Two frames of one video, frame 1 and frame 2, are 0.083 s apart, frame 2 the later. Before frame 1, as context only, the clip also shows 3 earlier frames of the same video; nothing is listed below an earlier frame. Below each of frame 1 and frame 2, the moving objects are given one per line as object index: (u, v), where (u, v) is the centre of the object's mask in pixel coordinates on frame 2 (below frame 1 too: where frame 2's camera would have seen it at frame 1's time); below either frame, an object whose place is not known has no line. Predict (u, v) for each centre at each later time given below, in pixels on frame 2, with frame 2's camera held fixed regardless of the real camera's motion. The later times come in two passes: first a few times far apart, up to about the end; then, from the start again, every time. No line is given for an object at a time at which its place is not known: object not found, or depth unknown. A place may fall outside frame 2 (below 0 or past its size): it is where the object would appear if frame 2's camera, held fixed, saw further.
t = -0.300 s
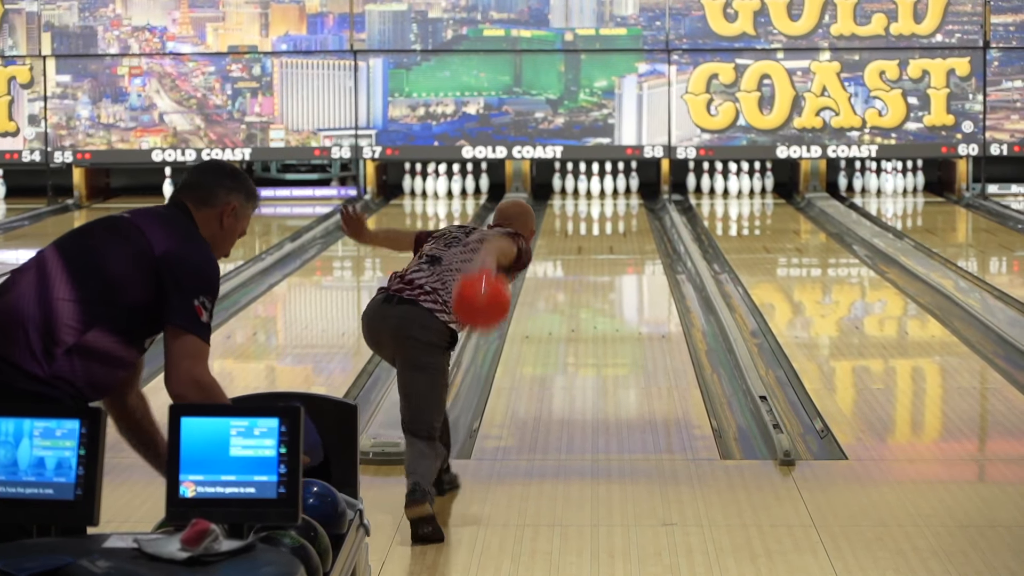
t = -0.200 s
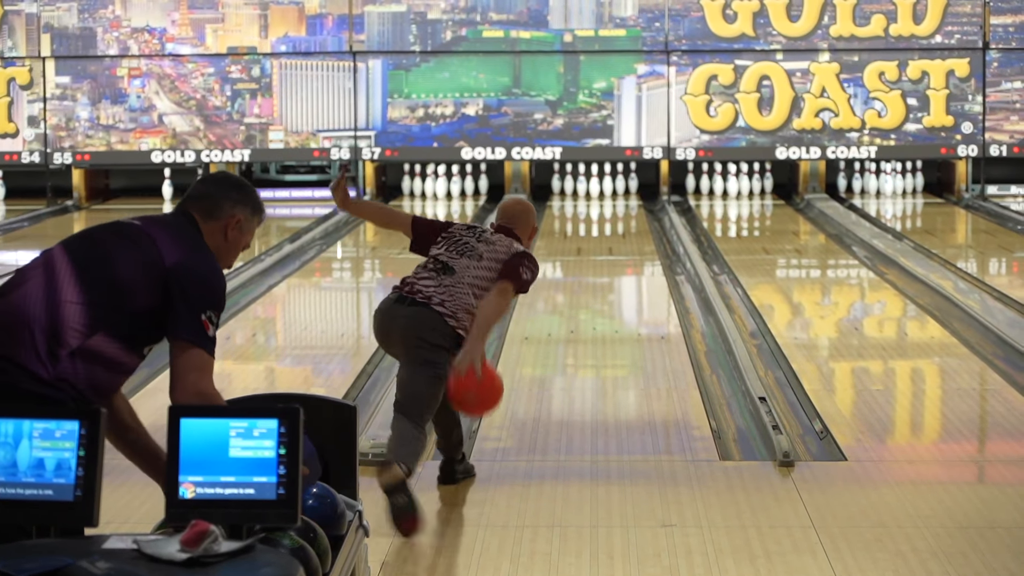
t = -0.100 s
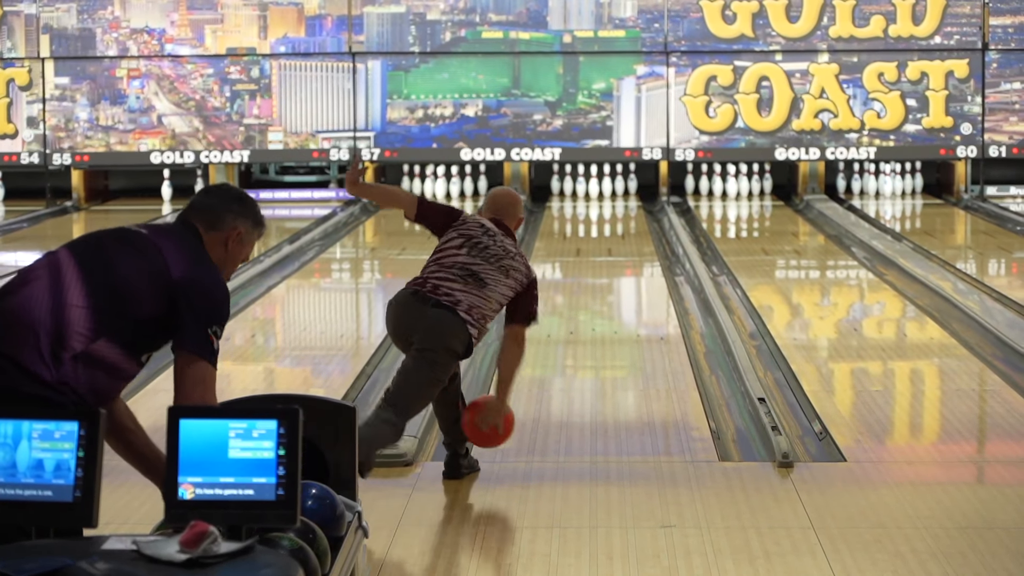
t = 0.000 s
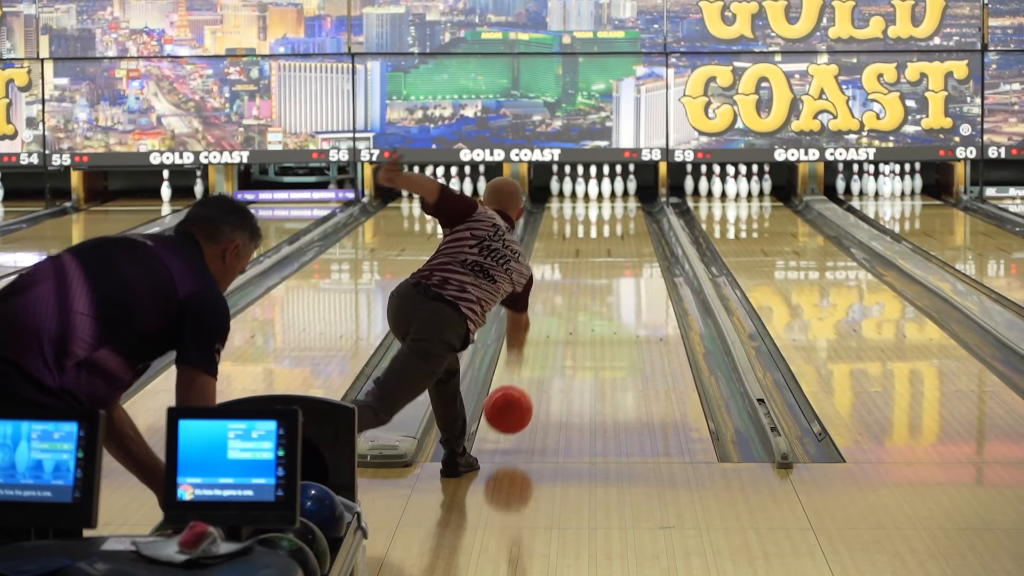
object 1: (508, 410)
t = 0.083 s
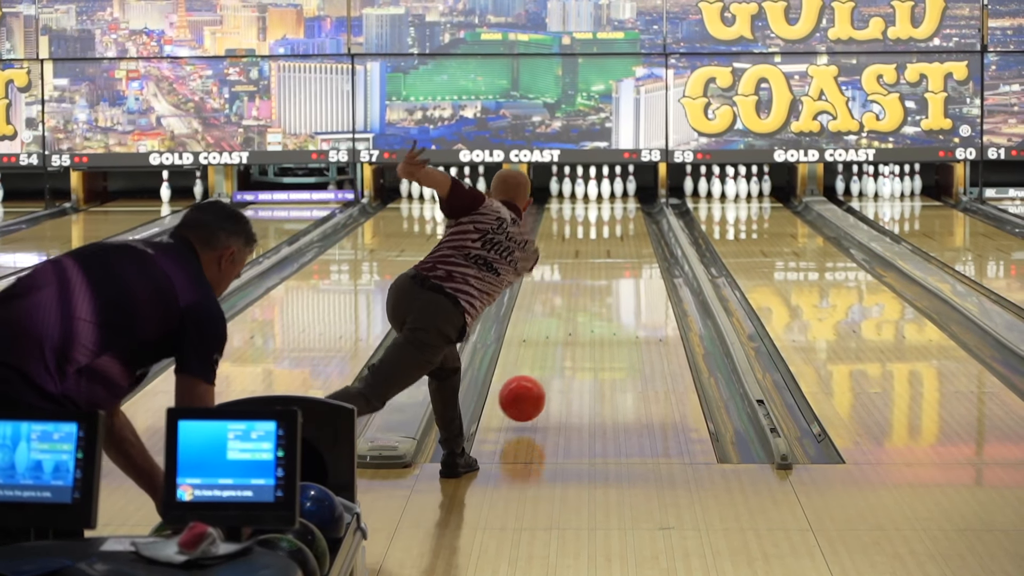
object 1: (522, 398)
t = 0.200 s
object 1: (539, 380)
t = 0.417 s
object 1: (565, 341)
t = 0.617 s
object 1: (583, 311)
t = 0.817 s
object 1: (597, 292)
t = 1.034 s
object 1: (610, 268)
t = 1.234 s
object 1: (619, 253)
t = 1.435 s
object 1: (625, 240)
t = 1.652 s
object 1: (628, 228)
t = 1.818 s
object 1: (634, 217)
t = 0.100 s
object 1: (525, 398)
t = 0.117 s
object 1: (527, 397)
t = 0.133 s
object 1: (530, 393)
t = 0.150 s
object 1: (532, 390)
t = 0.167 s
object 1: (534, 387)
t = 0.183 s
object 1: (537, 383)
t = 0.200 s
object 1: (539, 380)
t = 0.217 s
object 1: (542, 376)
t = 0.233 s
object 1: (544, 373)
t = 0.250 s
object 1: (546, 370)
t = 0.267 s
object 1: (548, 367)
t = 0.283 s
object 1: (550, 364)
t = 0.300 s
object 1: (552, 360)
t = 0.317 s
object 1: (554, 357)
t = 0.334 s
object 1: (556, 355)
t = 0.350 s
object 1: (558, 351)
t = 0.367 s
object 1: (560, 349)
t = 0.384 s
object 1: (561, 346)
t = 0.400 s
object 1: (563, 343)
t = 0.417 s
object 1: (565, 341)
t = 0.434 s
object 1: (567, 338)
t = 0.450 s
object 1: (568, 335)
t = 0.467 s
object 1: (570, 332)
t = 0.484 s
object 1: (571, 330)
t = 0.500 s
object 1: (573, 327)
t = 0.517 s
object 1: (575, 325)
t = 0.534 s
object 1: (576, 322)
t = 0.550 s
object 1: (578, 320)
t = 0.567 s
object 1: (579, 317)
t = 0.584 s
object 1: (580, 315)
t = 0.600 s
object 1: (582, 313)
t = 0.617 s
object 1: (583, 311)
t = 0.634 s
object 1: (584, 309)
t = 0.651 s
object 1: (586, 307)
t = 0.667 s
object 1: (587, 304)
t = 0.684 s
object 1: (588, 302)
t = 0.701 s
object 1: (589, 300)
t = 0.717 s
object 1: (591, 299)
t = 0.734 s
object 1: (592, 297)
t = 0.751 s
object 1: (593, 295)
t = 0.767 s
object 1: (594, 293)
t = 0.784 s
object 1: (595, 292)
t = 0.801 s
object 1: (596, 290)
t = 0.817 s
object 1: (597, 292)
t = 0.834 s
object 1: (601, 291)
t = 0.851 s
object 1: (604, 280)
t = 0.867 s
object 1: (602, 281)
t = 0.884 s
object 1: (602, 281)
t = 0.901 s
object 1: (602, 280)
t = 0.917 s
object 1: (603, 279)
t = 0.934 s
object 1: (604, 277)
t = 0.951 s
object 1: (605, 276)
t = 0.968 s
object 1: (606, 274)
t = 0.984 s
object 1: (607, 272)
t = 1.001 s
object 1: (608, 271)
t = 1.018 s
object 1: (609, 270)
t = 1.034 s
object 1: (610, 268)
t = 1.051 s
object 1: (610, 267)
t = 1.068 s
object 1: (611, 265)
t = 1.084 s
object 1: (612, 264)
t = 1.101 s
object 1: (613, 263)
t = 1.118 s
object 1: (614, 261)
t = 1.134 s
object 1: (614, 260)
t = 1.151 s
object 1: (615, 259)
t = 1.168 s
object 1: (616, 258)
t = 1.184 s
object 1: (617, 257)
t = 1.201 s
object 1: (617, 256)
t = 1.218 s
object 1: (618, 255)
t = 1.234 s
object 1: (619, 253)
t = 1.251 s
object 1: (619, 252)
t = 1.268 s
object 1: (620, 251)
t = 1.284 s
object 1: (621, 249)
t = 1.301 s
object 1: (621, 248)
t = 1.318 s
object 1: (622, 247)
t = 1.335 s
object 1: (622, 246)
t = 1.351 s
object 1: (623, 245)
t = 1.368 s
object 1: (623, 244)
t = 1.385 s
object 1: (624, 243)
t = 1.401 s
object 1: (624, 242)
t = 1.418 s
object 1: (624, 241)
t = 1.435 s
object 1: (625, 240)
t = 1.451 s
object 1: (625, 239)
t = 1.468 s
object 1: (626, 238)
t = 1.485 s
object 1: (626, 237)
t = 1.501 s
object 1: (626, 236)
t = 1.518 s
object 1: (627, 235)
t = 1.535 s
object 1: (627, 234)
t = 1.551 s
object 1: (627, 233)
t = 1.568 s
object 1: (627, 232)
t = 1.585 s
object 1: (628, 231)
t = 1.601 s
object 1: (628, 230)
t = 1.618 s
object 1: (628, 229)
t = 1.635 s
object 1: (628, 229)
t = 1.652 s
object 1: (628, 228)
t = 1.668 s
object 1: (628, 227)
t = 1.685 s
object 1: (628, 226)
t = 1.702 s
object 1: (629, 225)
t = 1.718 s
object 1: (629, 224)
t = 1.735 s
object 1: (629, 224)
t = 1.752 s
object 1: (629, 223)
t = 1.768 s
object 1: (628, 222)
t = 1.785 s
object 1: (628, 221)
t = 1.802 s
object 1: (630, 219)
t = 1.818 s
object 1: (634, 217)
